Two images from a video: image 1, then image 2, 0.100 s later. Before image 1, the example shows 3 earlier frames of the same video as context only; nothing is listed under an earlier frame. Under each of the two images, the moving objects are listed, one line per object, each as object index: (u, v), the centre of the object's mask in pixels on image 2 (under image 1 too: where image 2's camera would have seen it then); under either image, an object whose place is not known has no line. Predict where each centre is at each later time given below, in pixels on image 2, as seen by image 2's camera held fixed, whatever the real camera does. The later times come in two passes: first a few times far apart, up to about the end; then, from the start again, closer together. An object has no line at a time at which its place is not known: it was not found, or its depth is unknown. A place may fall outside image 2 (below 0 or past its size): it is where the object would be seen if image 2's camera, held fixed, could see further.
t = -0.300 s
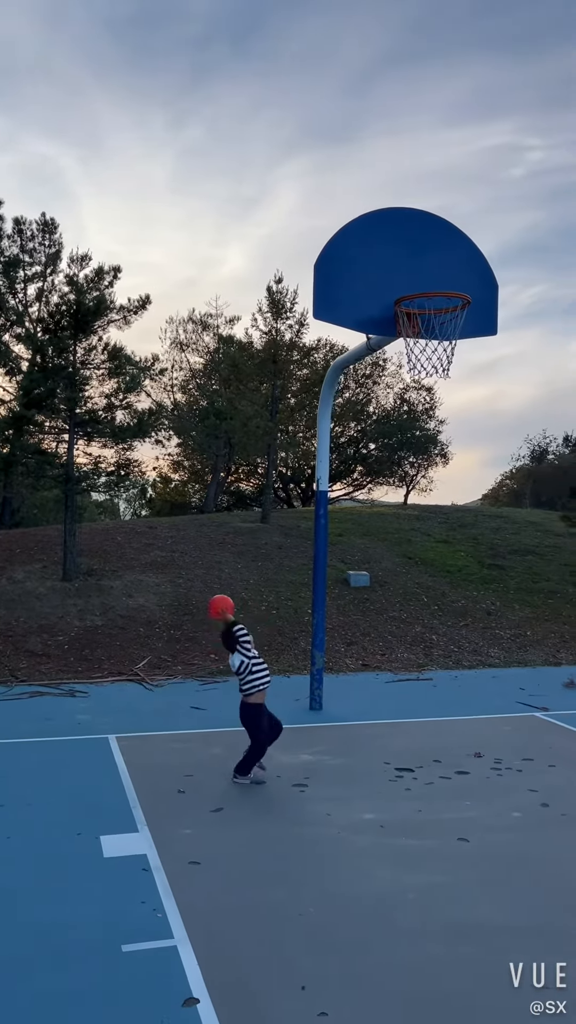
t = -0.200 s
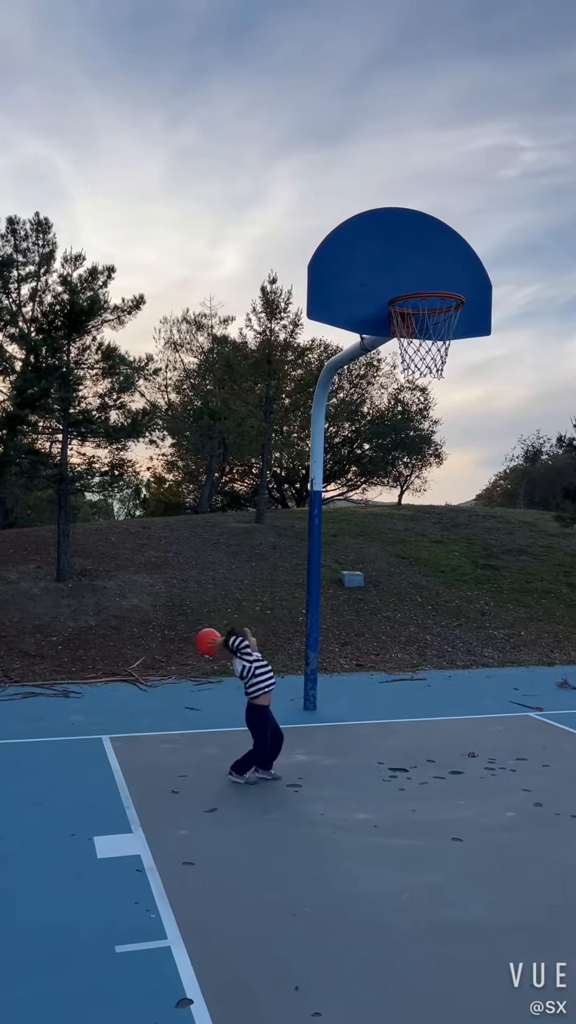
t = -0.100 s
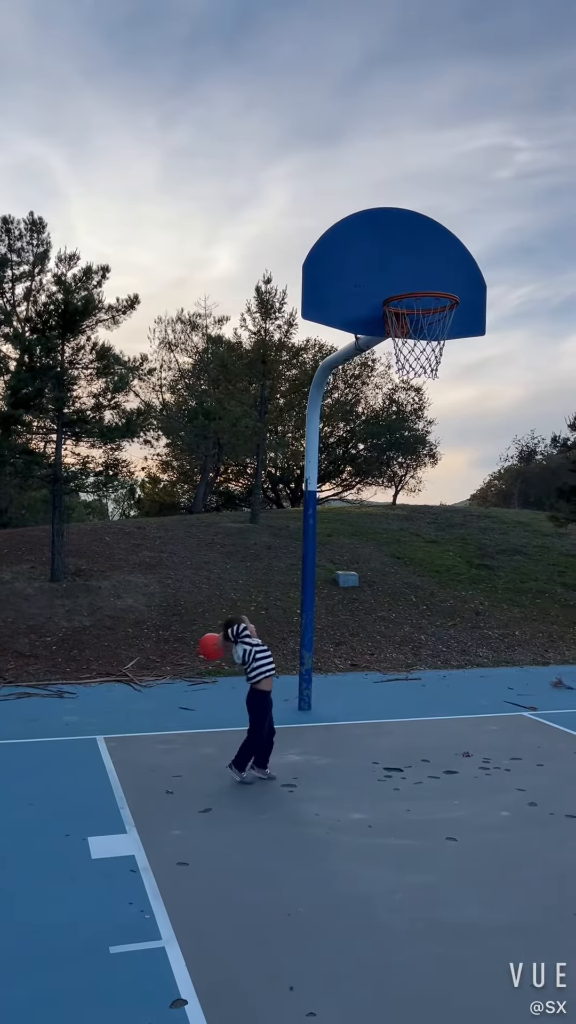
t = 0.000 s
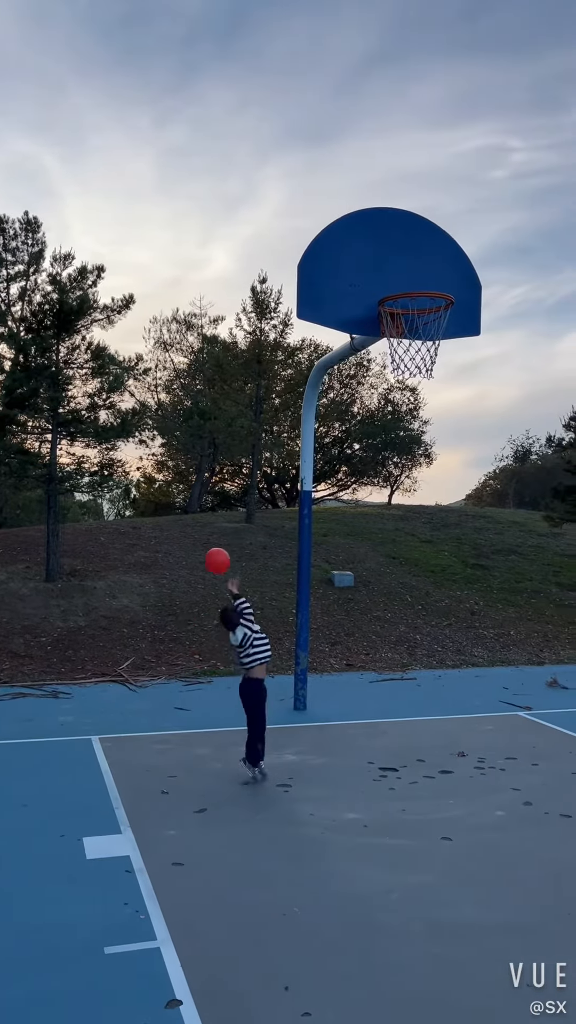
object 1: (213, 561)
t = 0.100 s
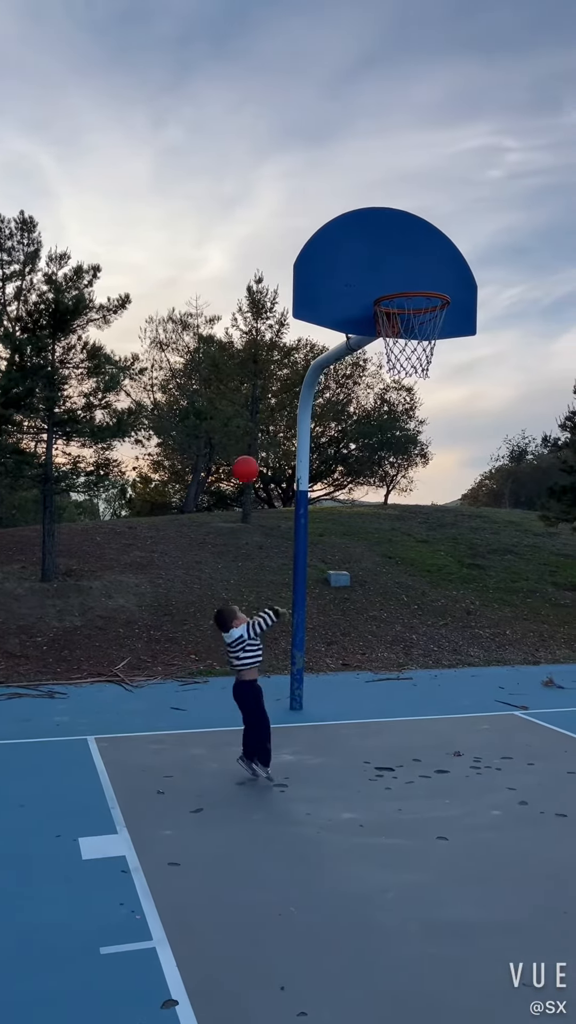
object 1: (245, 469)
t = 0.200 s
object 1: (277, 395)
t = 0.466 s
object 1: (349, 281)
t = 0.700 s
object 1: (404, 270)
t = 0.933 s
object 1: (423, 319)
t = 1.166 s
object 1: (404, 364)
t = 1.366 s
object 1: (394, 415)
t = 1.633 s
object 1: (375, 573)
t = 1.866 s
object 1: (357, 771)
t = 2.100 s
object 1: (355, 610)
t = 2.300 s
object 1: (350, 543)
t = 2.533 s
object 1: (339, 546)
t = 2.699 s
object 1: (329, 603)
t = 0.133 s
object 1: (256, 442)
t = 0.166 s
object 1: (266, 418)
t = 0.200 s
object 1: (277, 395)
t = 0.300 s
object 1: (305, 339)
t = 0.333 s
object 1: (314, 324)
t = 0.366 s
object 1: (323, 311)
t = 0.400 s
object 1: (332, 299)
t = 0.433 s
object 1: (340, 289)
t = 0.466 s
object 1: (349, 281)
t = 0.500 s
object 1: (357, 274)
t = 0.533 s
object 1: (366, 269)
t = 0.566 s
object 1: (374, 265)
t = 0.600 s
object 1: (381, 264)
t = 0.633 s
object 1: (389, 264)
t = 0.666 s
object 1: (396, 266)
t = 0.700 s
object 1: (404, 270)
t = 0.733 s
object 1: (411, 275)
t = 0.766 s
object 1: (418, 281)
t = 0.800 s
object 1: (426, 290)
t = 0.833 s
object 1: (427, 297)
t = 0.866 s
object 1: (426, 302)
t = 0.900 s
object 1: (423, 310)
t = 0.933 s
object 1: (423, 319)
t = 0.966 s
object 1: (420, 329)
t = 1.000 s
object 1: (418, 340)
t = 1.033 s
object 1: (415, 346)
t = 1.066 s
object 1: (411, 350)
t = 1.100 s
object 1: (409, 355)
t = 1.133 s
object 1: (405, 360)
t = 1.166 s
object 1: (404, 364)
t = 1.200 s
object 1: (402, 369)
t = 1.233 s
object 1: (400, 375)
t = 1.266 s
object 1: (399, 383)
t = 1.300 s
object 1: (398, 391)
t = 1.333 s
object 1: (396, 402)
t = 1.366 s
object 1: (394, 415)
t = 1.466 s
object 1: (387, 462)
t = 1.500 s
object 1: (385, 482)
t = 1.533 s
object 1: (382, 502)
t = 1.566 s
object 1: (380, 524)
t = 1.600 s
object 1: (378, 548)
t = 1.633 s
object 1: (375, 573)
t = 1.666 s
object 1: (372, 600)
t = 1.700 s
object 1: (370, 629)
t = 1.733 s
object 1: (367, 659)
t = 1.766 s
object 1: (364, 691)
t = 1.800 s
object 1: (361, 724)
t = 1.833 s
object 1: (358, 758)
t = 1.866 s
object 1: (357, 771)
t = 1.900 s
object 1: (357, 743)
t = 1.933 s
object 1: (357, 716)
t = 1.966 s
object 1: (357, 691)
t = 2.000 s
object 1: (356, 668)
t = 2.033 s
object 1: (356, 647)
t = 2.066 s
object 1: (356, 627)
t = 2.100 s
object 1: (355, 610)
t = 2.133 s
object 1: (354, 594)
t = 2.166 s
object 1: (354, 581)
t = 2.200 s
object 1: (353, 568)
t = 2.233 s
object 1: (352, 558)
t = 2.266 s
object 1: (351, 550)
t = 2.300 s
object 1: (350, 543)
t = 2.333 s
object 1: (348, 538)
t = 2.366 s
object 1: (347, 535)
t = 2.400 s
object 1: (346, 534)
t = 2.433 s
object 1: (345, 534)
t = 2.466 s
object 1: (343, 536)
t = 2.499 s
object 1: (341, 540)
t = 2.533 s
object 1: (339, 546)
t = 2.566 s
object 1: (337, 554)
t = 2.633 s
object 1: (334, 575)
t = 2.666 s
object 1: (332, 588)
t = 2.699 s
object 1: (329, 603)
